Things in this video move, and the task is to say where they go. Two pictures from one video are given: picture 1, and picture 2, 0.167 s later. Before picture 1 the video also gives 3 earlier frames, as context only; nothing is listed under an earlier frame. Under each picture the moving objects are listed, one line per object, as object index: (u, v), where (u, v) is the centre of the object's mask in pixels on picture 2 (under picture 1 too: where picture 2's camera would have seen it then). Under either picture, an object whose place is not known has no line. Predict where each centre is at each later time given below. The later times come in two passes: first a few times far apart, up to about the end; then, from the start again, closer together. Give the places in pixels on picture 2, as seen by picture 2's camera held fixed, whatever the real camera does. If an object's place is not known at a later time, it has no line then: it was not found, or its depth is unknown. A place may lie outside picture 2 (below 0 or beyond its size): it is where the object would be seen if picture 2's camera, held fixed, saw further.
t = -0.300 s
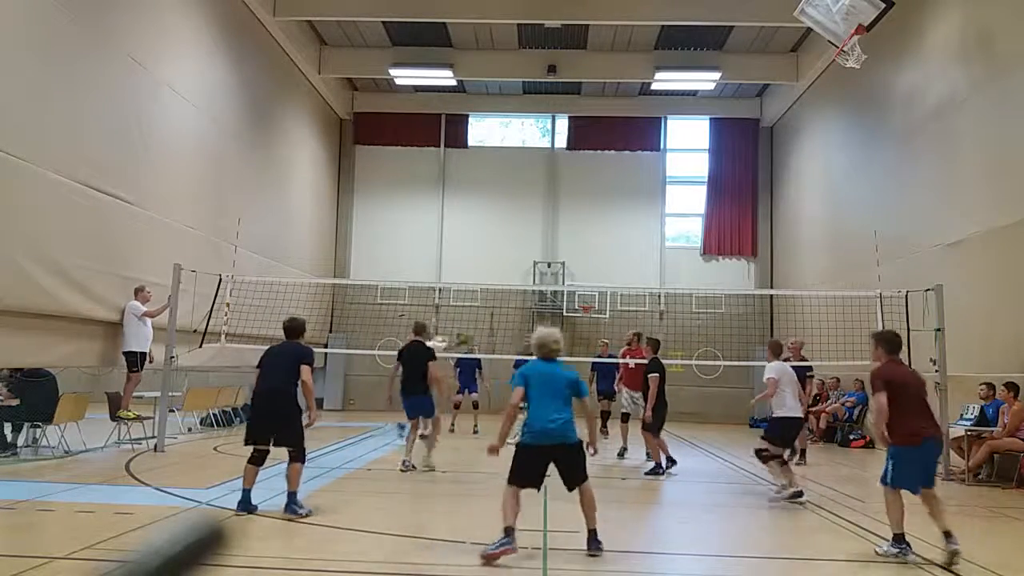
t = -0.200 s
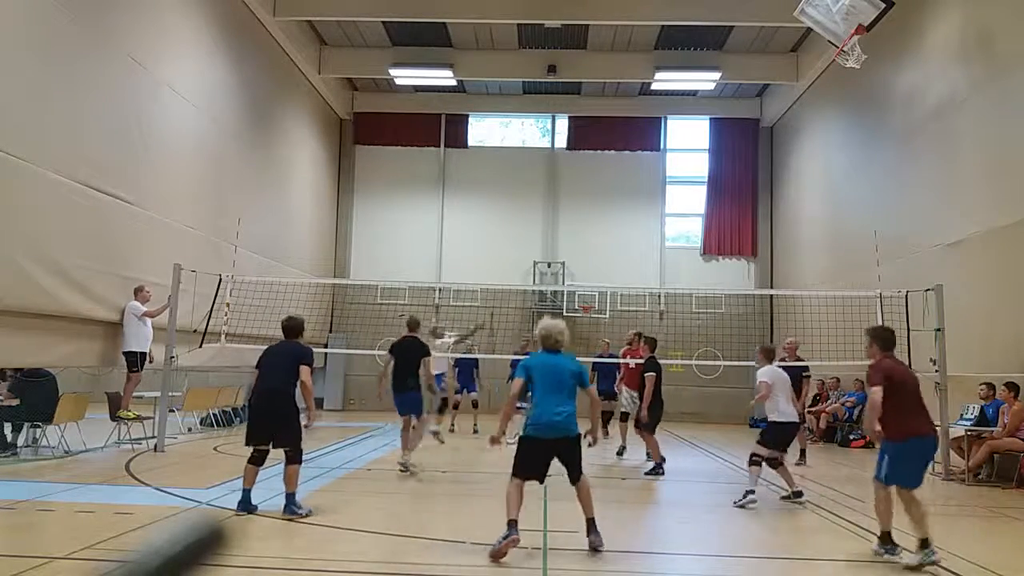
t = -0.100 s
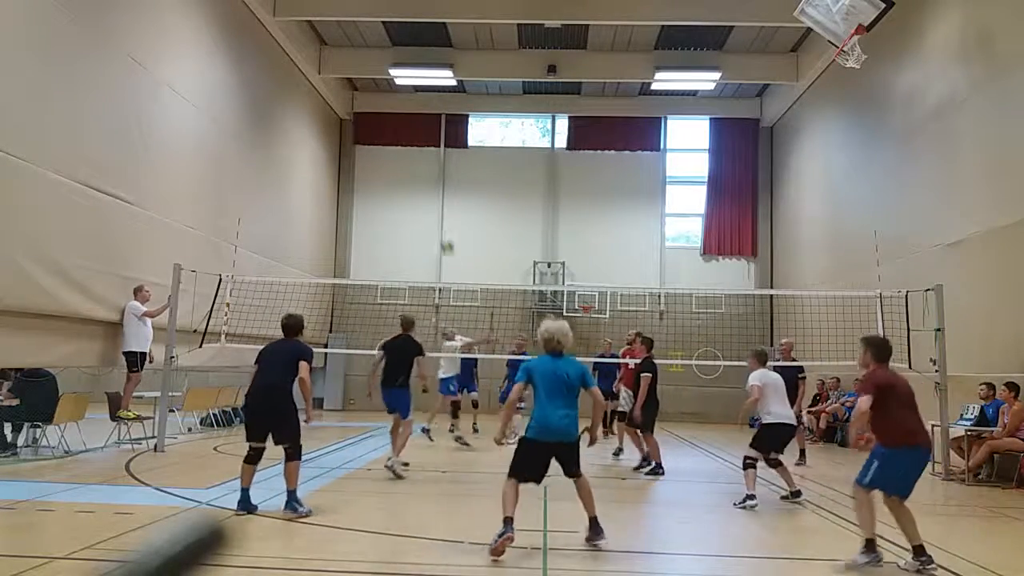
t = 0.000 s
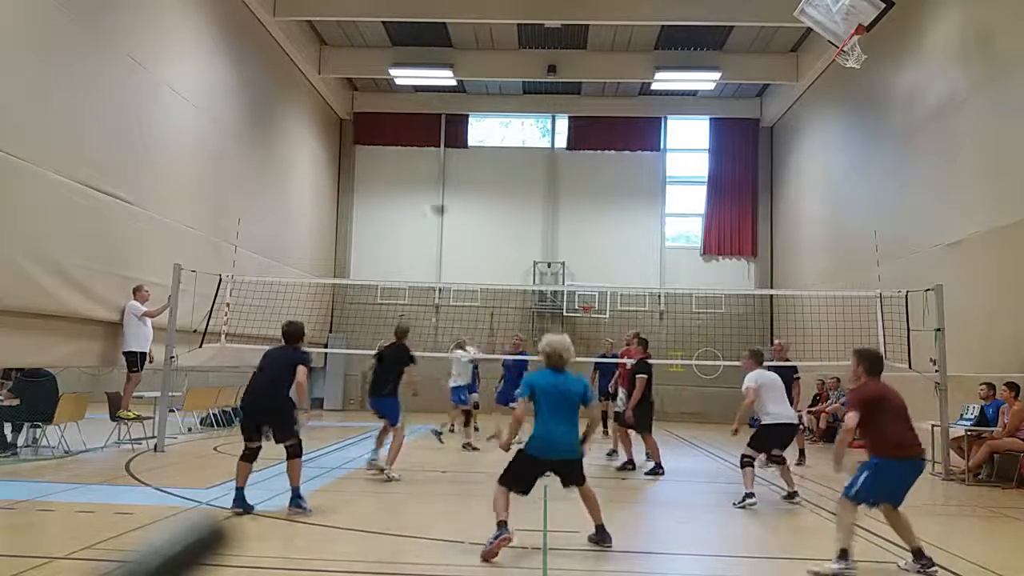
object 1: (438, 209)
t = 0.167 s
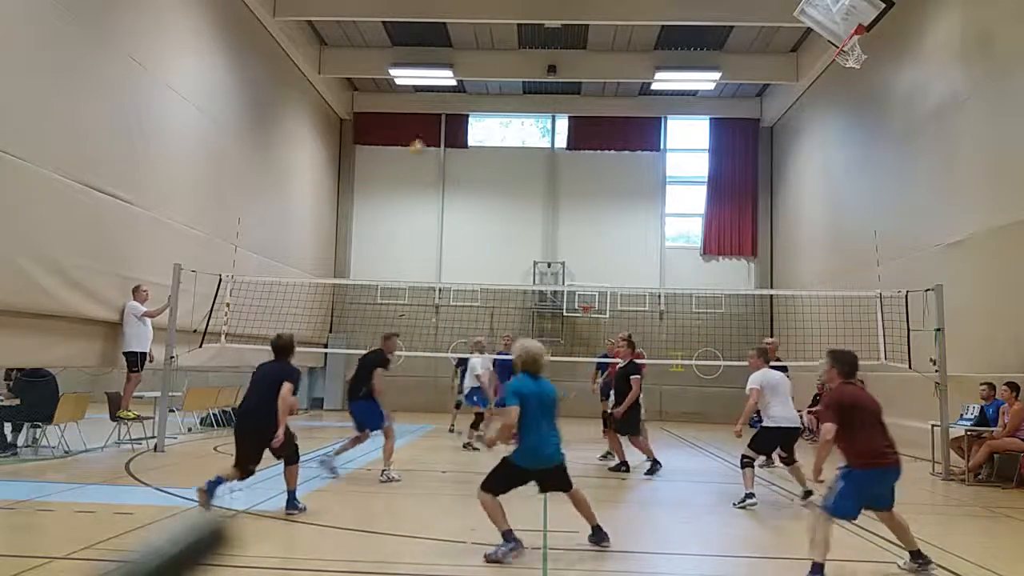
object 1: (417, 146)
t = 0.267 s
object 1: (405, 123)
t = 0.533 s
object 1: (356, 70)
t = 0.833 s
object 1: (280, 92)
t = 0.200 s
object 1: (415, 139)
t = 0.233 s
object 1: (410, 131)
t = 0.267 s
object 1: (405, 123)
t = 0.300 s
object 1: (401, 112)
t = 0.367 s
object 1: (387, 95)
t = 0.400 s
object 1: (383, 91)
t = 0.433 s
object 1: (378, 85)
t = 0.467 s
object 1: (372, 82)
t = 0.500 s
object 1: (366, 77)
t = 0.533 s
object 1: (356, 70)
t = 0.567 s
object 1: (349, 72)
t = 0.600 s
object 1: (343, 70)
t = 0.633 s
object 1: (336, 70)
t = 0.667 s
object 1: (327, 69)
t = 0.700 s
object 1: (318, 70)
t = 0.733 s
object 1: (309, 73)
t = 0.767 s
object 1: (299, 77)
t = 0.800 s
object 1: (290, 84)
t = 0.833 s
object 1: (280, 92)
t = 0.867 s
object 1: (269, 101)
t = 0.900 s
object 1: (256, 112)
